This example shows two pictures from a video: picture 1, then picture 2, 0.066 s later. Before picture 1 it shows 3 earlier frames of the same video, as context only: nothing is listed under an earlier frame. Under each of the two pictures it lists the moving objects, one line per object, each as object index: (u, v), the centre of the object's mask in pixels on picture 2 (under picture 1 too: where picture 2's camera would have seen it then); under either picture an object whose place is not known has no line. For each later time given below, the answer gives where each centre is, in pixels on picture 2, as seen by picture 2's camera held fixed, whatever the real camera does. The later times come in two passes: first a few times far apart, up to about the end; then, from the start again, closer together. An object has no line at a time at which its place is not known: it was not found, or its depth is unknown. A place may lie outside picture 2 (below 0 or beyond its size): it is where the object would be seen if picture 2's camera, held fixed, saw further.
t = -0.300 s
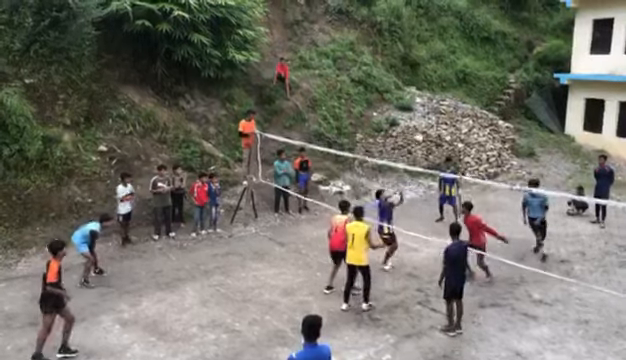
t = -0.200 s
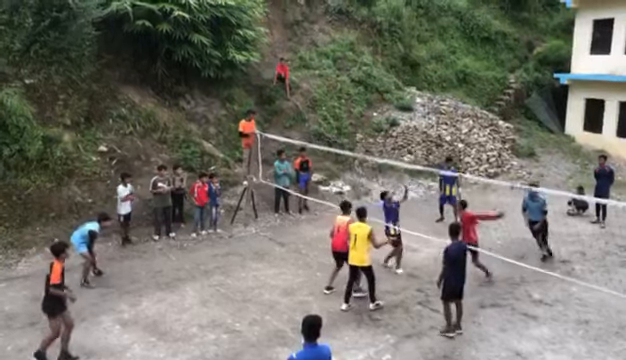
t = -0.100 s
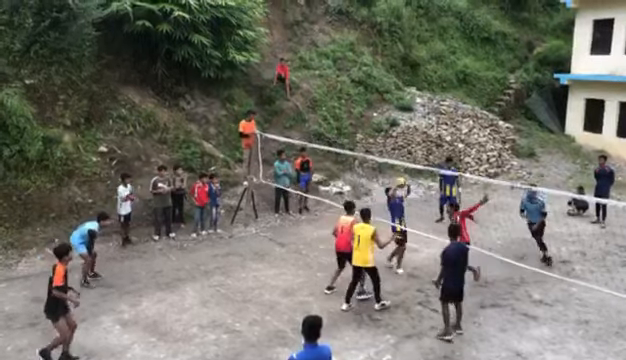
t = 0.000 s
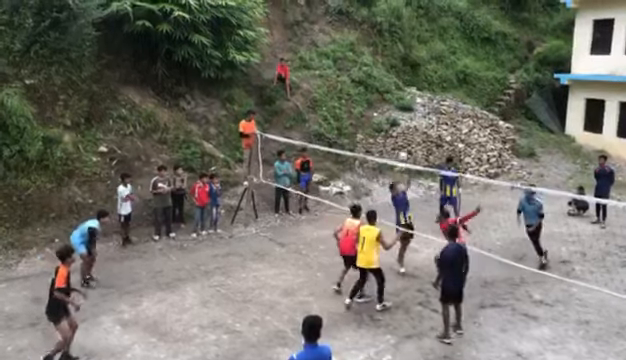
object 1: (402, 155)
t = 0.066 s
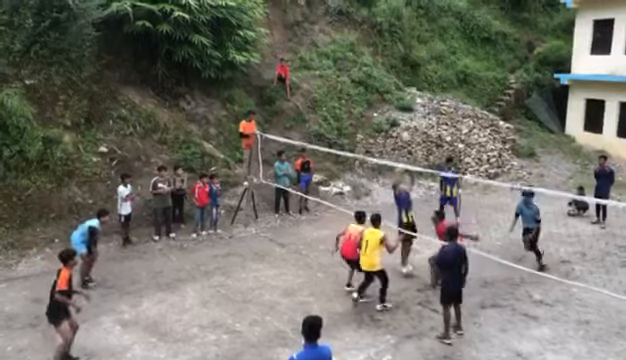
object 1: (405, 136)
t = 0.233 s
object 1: (410, 91)
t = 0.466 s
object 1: (415, 61)
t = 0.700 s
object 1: (420, 57)
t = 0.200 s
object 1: (408, 100)
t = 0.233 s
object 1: (410, 91)
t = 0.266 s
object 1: (411, 87)
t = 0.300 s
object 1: (411, 82)
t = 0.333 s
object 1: (412, 76)
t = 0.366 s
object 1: (413, 72)
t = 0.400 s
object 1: (414, 67)
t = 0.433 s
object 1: (415, 64)
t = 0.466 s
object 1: (415, 61)
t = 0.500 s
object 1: (415, 59)
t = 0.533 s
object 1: (416, 56)
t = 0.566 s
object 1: (417, 55)
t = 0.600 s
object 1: (418, 54)
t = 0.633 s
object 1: (419, 55)
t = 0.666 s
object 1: (419, 56)
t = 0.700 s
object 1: (420, 57)
